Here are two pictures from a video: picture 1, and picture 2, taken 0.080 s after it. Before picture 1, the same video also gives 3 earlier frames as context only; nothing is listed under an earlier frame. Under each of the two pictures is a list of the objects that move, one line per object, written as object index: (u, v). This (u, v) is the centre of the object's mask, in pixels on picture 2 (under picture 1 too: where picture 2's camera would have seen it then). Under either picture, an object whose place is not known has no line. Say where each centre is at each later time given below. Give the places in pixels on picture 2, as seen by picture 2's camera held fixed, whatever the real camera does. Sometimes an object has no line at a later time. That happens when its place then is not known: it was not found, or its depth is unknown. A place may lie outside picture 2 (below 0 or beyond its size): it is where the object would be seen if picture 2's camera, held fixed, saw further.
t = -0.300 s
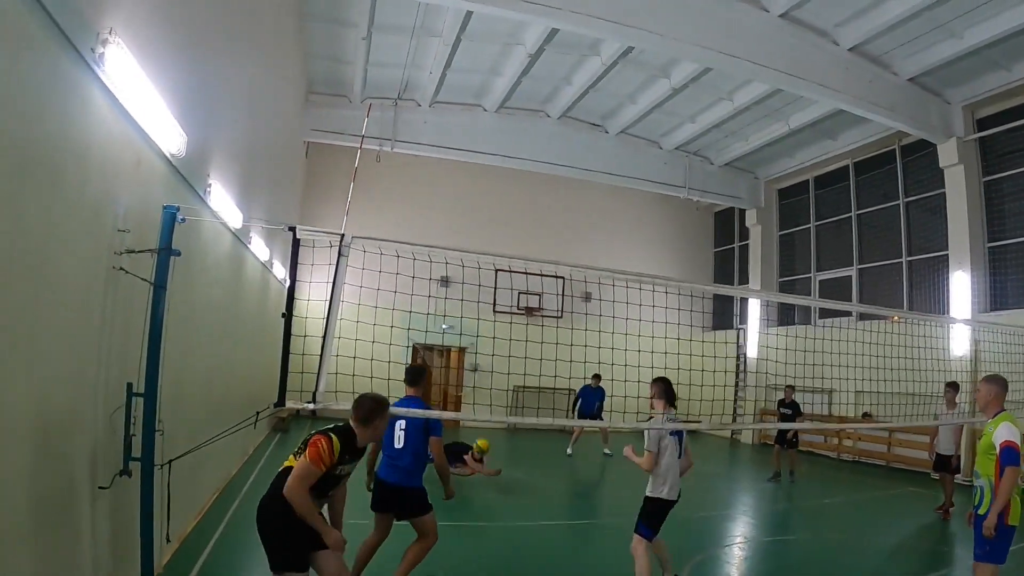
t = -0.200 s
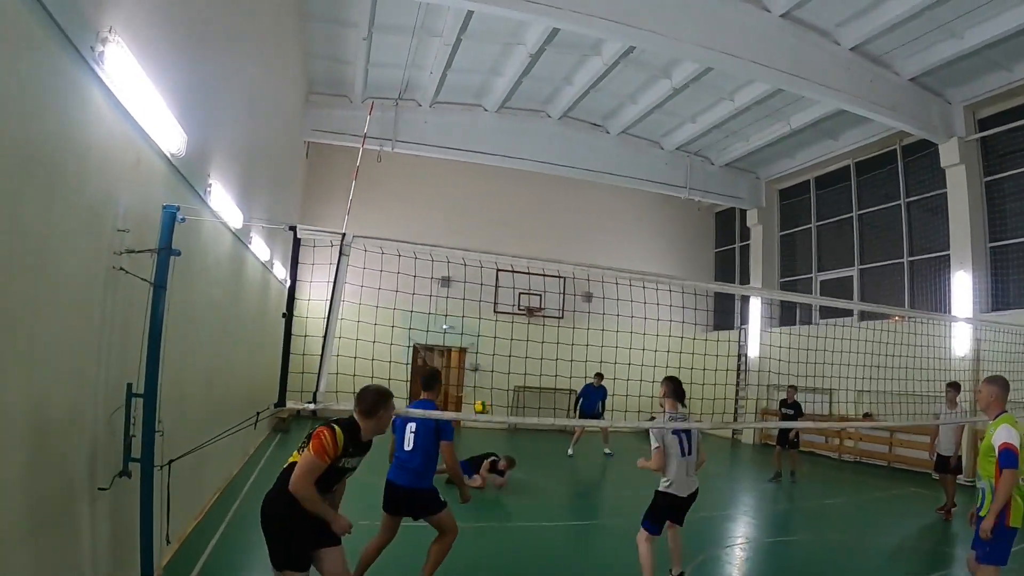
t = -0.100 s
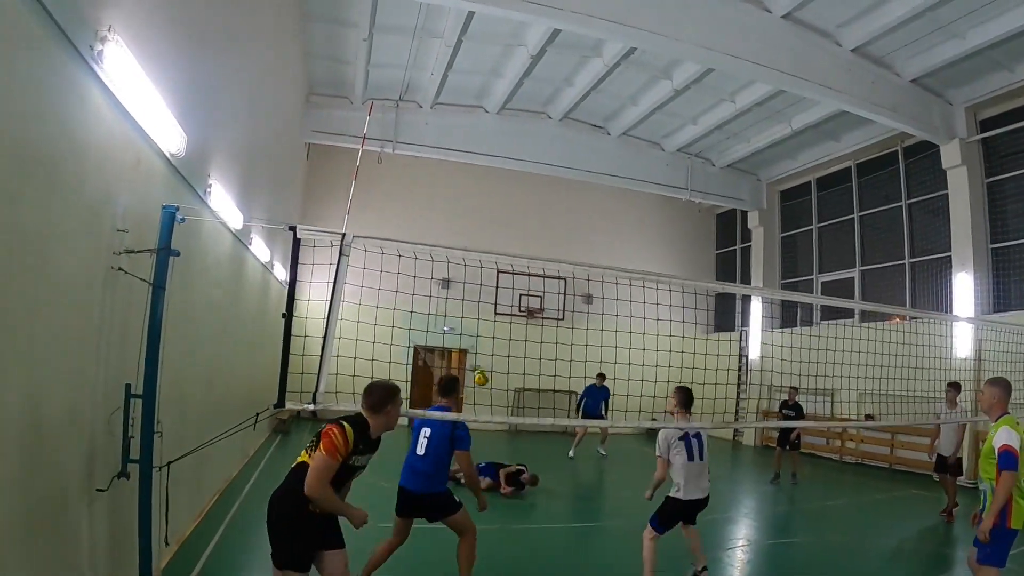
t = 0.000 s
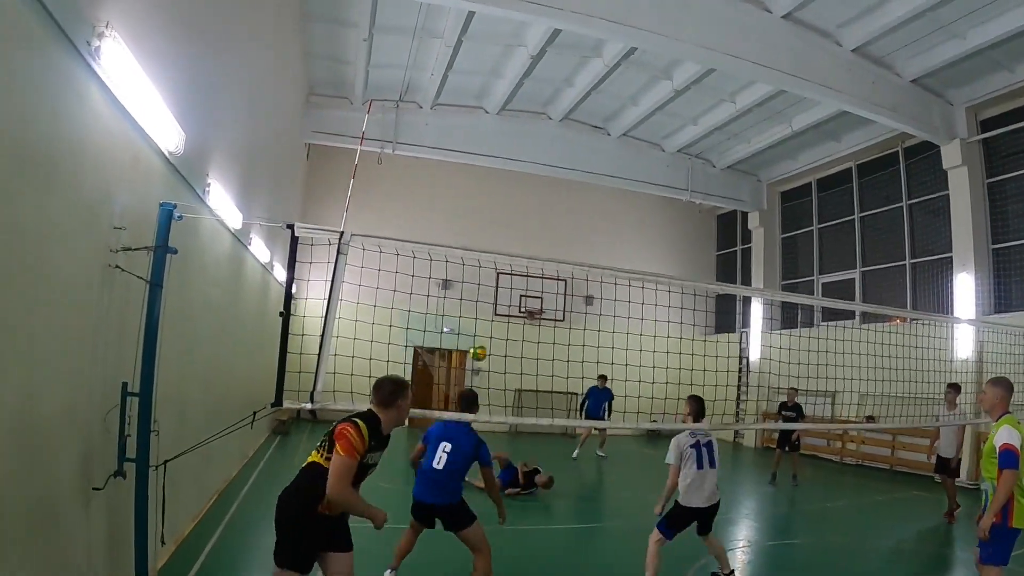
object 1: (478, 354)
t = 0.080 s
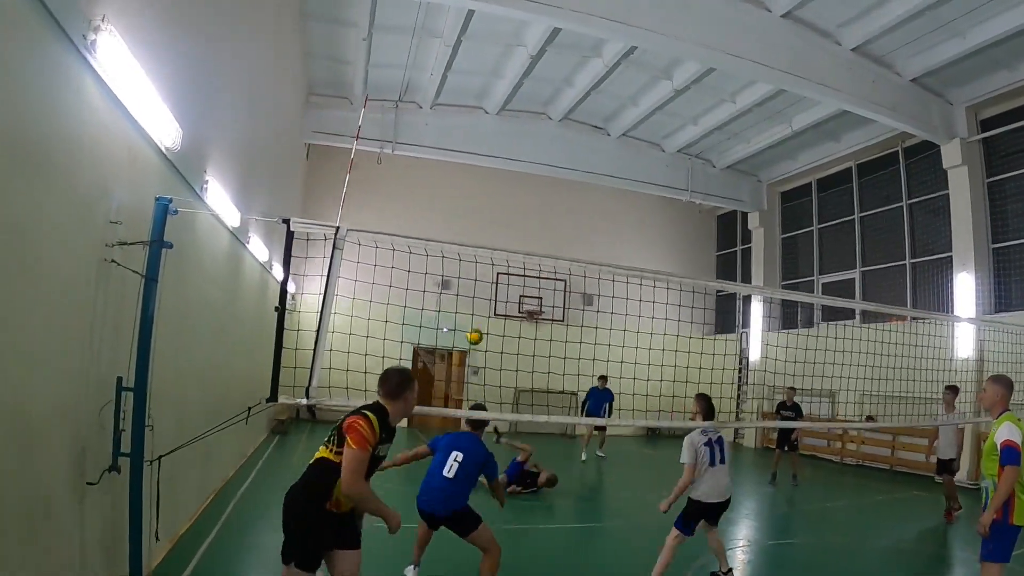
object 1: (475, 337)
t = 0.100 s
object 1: (474, 333)
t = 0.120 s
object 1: (472, 329)
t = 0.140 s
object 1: (471, 326)
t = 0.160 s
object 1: (469, 323)
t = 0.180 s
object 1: (469, 321)
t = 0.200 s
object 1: (466, 318)
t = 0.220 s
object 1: (464, 316)
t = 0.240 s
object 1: (462, 314)
